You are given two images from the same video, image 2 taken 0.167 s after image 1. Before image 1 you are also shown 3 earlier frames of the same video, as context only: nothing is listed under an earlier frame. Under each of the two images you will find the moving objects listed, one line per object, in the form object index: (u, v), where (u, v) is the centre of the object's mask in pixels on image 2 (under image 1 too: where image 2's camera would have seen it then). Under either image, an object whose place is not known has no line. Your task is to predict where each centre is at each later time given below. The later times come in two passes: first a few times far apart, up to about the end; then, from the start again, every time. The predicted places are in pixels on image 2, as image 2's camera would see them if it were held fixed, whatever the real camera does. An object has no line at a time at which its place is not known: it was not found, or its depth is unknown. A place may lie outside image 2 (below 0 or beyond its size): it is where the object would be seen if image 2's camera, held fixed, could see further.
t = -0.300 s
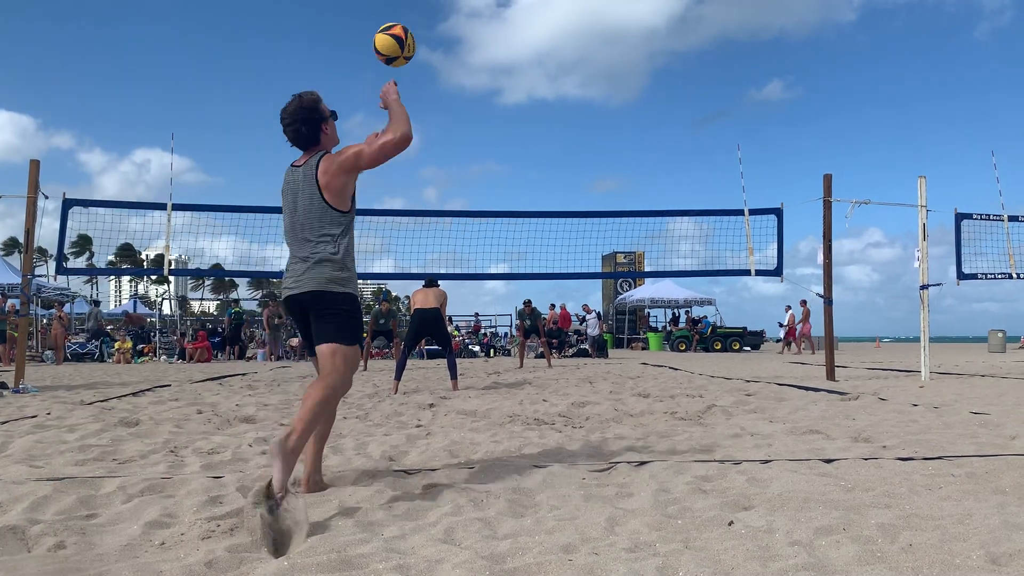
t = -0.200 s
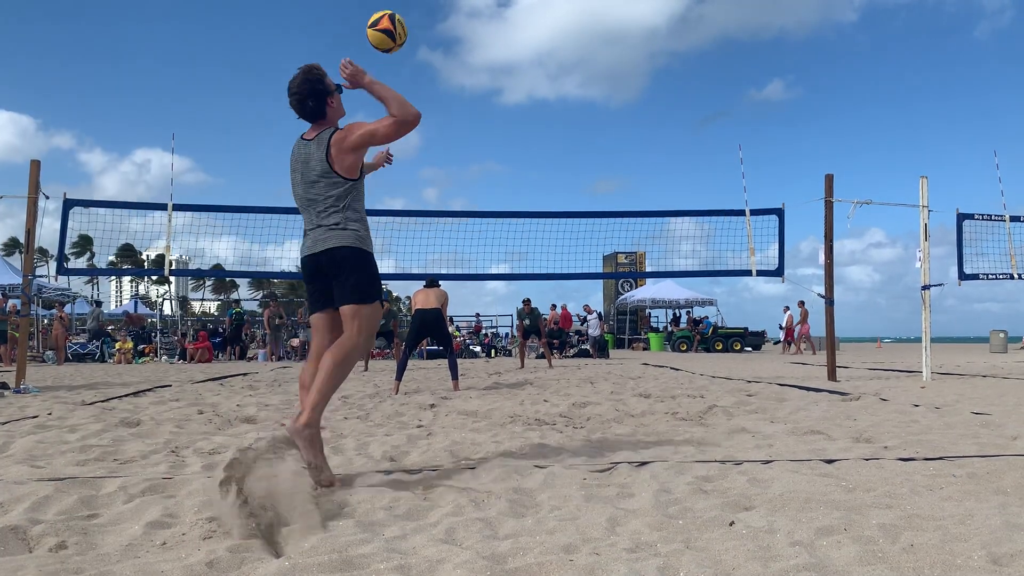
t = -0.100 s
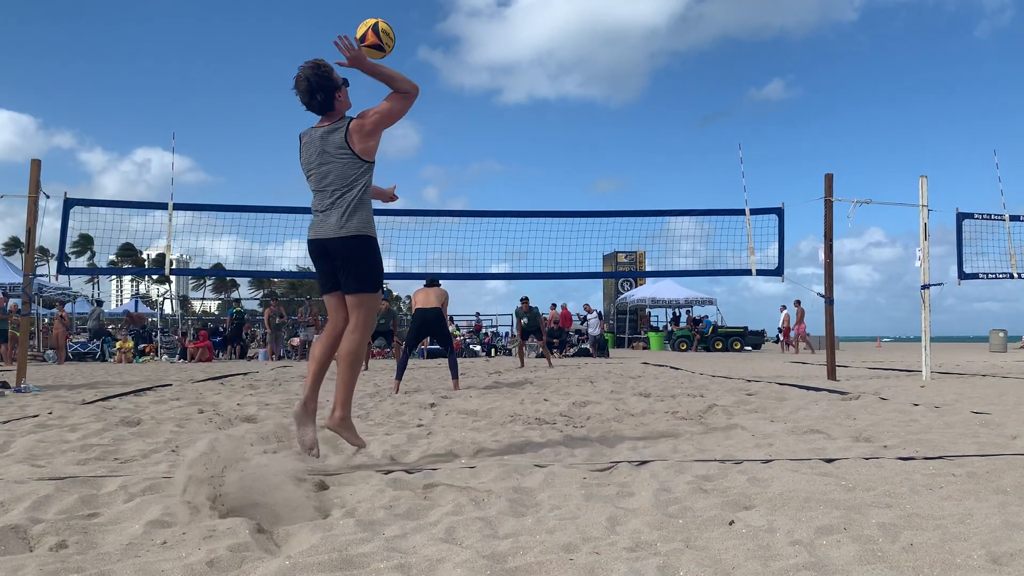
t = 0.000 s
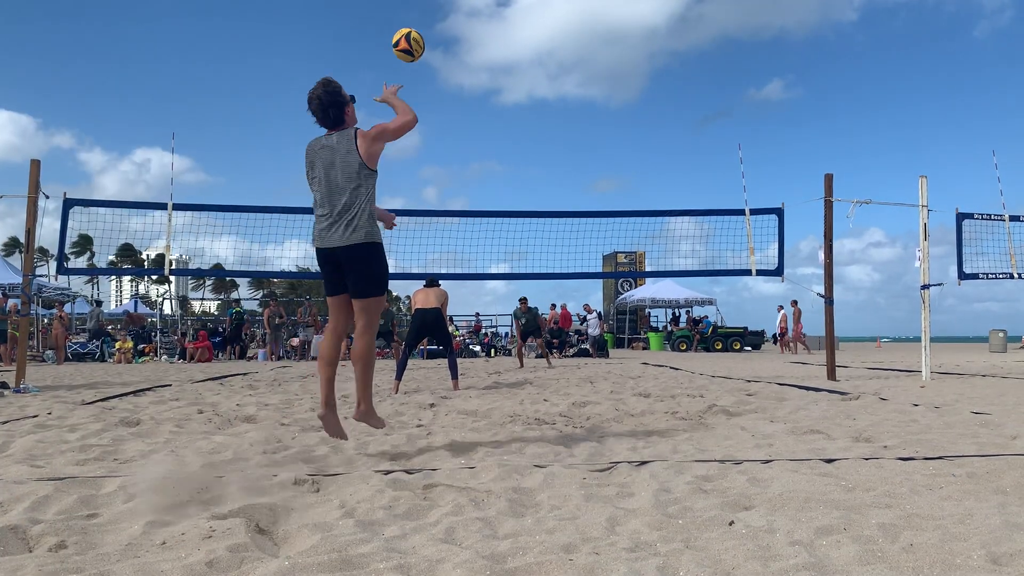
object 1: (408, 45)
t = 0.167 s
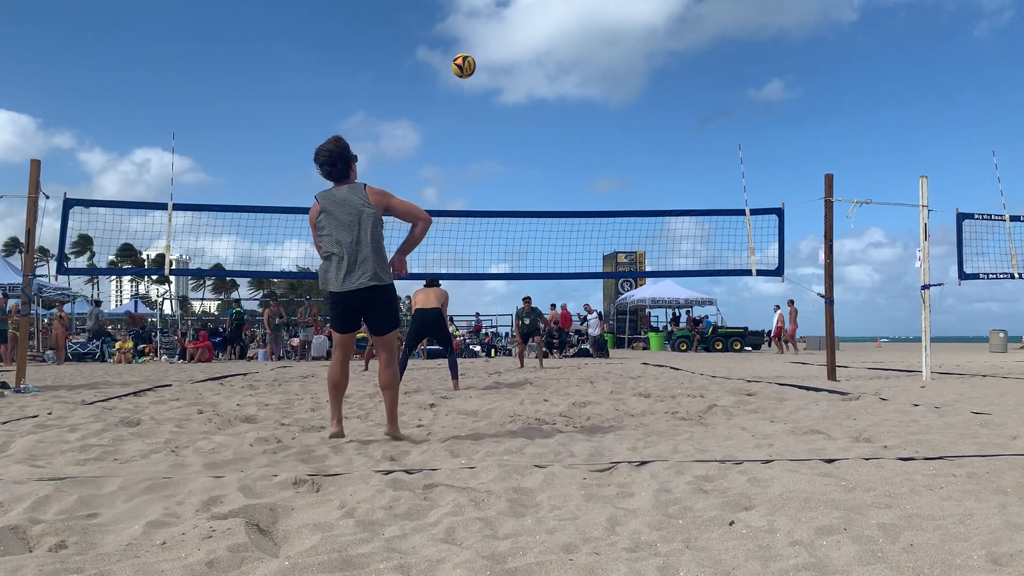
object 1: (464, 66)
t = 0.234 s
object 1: (478, 79)
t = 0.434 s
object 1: (508, 127)
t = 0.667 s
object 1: (530, 191)
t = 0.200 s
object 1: (471, 72)
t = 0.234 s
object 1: (478, 79)
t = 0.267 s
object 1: (484, 87)
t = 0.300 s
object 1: (490, 94)
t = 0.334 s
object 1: (495, 102)
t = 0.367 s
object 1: (500, 111)
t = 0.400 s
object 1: (504, 119)
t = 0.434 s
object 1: (508, 127)
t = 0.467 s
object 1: (512, 135)
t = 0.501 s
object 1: (516, 144)
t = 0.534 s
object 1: (519, 153)
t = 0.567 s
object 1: (522, 162)
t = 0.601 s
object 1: (525, 171)
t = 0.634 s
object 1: (527, 181)
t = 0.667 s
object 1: (530, 191)
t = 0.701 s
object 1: (531, 201)
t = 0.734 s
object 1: (533, 208)
